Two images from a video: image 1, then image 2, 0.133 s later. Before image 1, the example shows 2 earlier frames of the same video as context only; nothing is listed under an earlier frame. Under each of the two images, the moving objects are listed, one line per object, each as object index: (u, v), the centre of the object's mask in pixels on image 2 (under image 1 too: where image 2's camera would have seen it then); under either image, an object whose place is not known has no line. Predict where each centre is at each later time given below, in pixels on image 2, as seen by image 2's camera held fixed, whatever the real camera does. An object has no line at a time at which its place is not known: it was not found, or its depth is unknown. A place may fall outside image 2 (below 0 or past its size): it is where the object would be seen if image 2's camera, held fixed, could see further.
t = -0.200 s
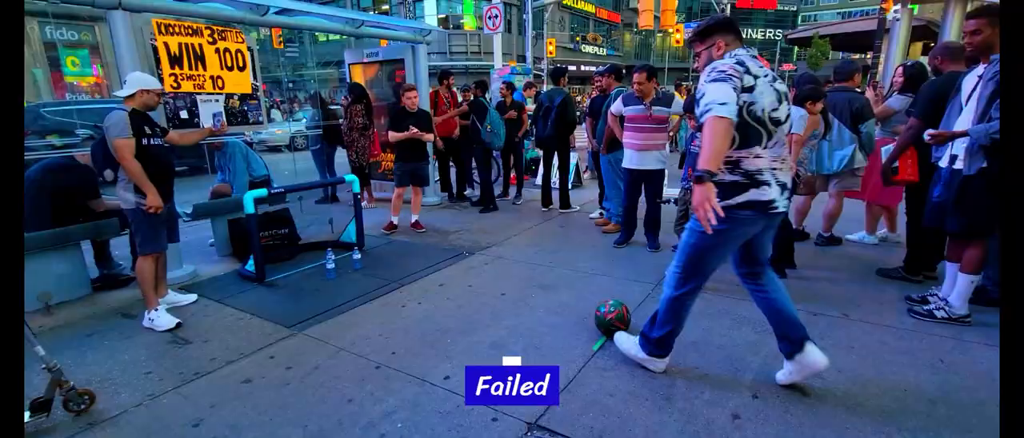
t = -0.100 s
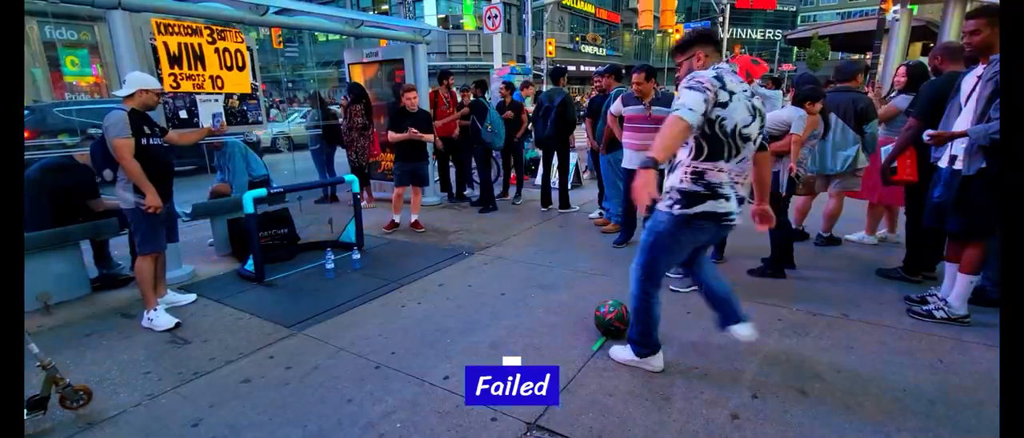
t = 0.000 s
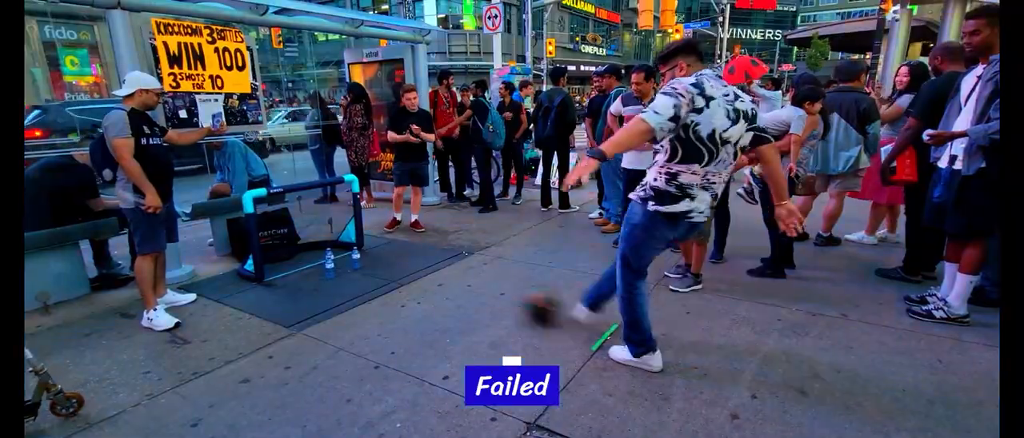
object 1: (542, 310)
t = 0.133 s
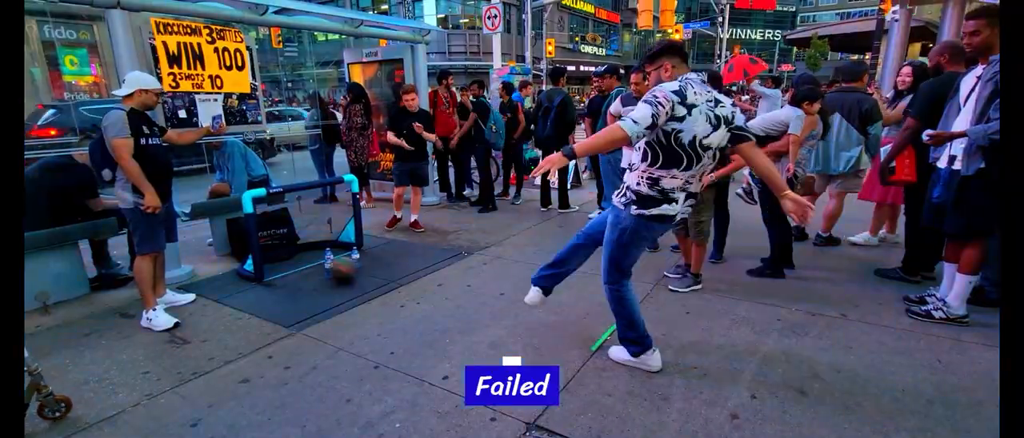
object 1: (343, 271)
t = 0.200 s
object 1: (284, 245)
